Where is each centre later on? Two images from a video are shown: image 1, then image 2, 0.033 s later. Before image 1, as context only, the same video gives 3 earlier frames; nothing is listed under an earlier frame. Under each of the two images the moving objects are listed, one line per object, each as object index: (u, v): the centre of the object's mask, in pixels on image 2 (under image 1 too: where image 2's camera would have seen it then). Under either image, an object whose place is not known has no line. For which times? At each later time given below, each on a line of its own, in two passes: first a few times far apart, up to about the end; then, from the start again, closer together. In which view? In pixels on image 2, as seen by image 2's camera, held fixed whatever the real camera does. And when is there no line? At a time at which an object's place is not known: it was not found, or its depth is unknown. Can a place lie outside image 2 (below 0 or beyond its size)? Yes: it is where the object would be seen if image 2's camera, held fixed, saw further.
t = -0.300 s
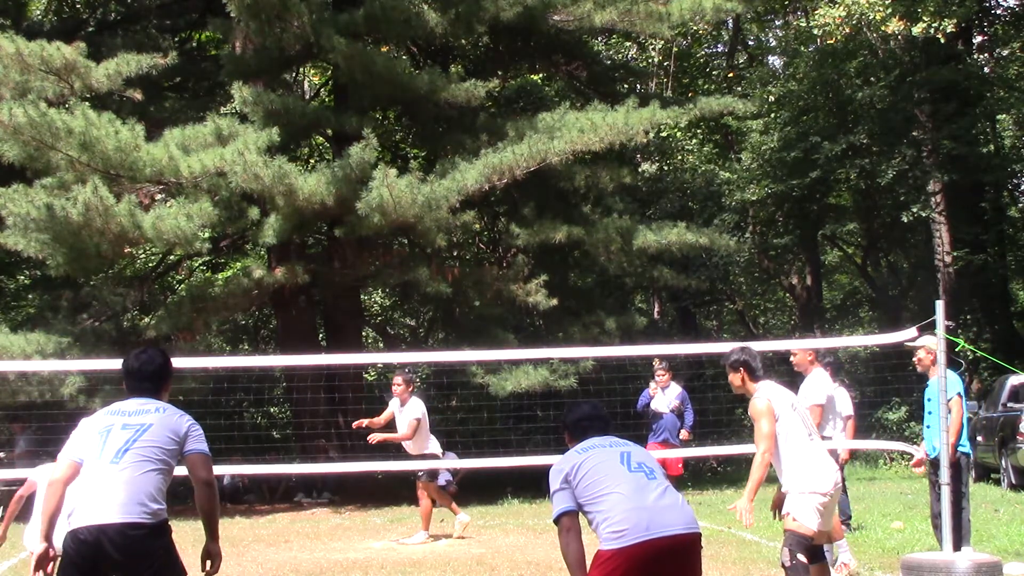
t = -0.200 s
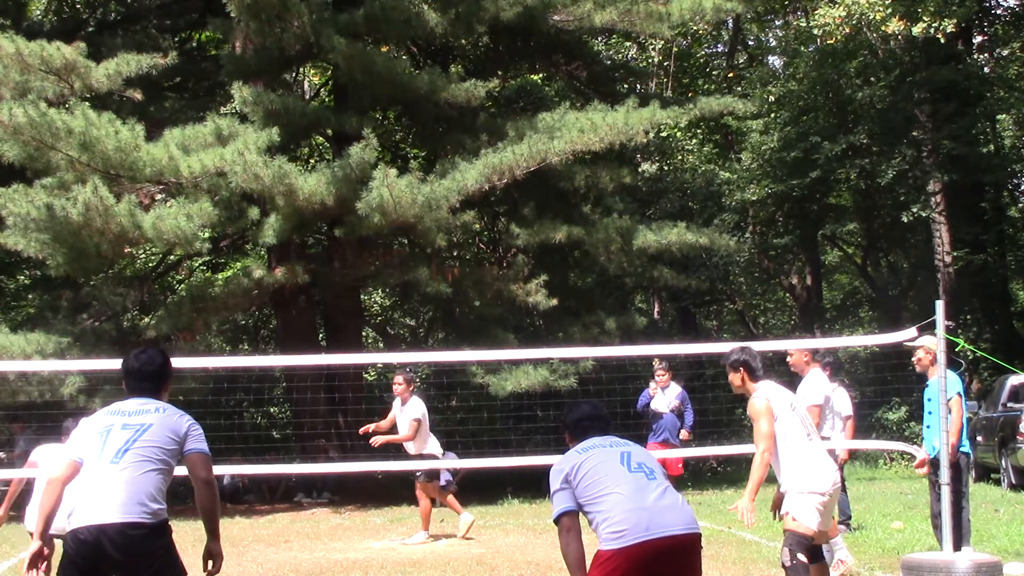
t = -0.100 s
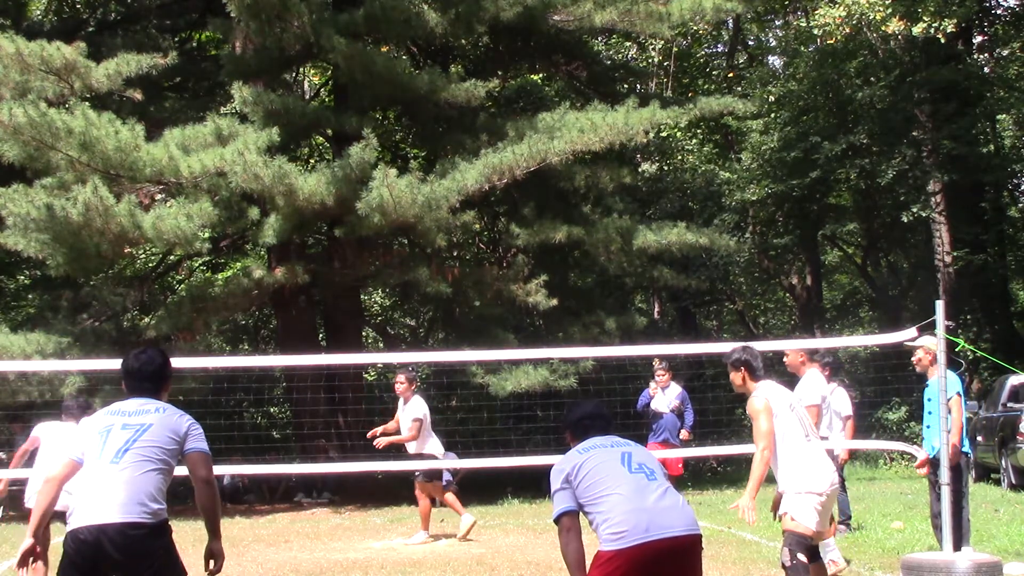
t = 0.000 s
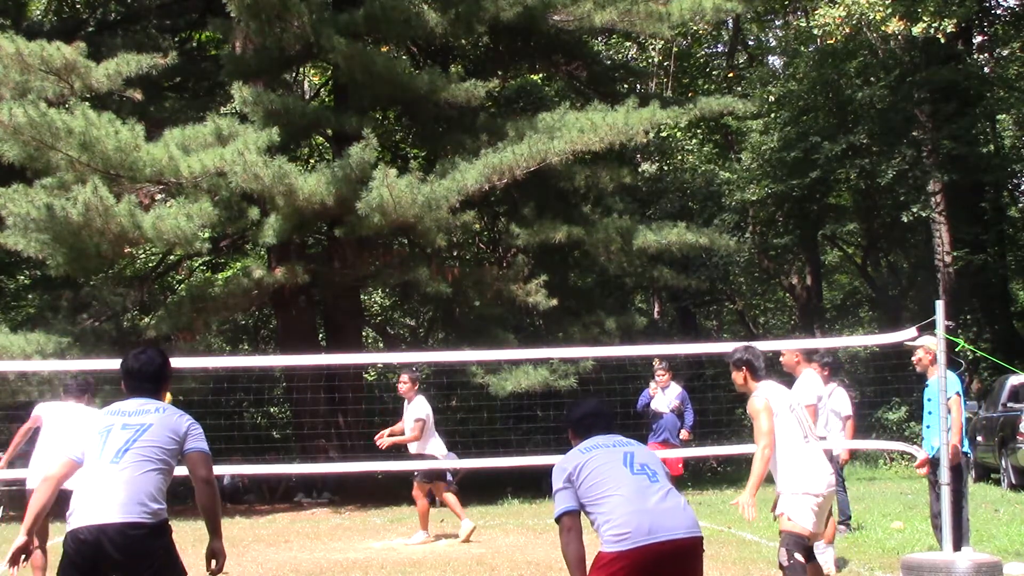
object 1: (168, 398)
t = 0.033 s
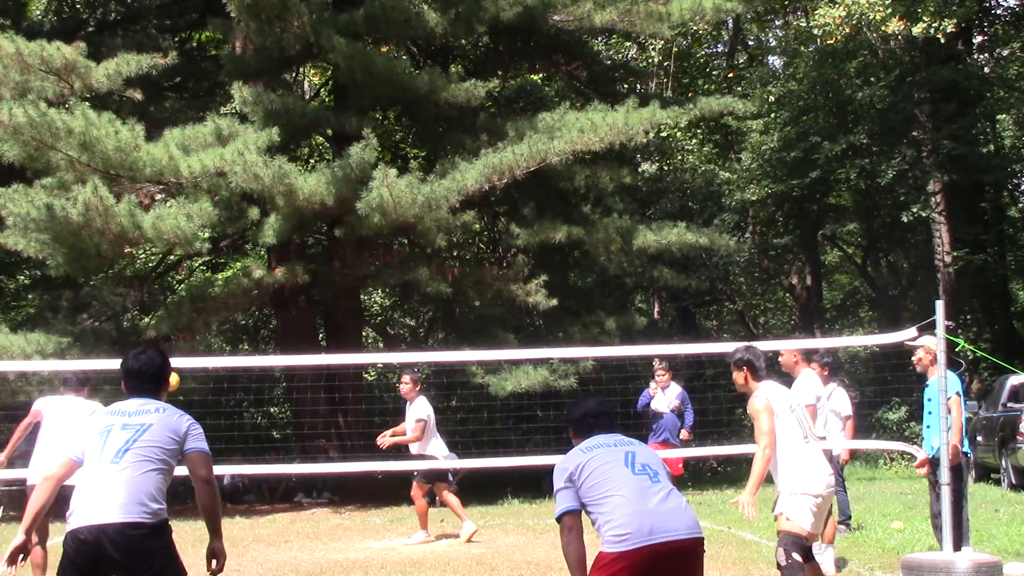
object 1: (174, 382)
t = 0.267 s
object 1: (219, 299)
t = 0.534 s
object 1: (270, 296)
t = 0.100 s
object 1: (185, 348)
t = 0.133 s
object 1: (192, 336)
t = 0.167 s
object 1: (199, 324)
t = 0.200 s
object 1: (206, 314)
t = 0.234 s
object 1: (213, 306)
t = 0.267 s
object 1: (219, 299)
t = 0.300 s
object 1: (226, 294)
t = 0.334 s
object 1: (233, 290)
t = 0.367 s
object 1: (239, 288)
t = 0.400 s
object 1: (245, 287)
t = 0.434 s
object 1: (252, 287)
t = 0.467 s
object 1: (258, 289)
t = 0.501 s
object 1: (264, 291)
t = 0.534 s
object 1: (270, 296)
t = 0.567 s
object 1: (276, 301)
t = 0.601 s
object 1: (281, 307)
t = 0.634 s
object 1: (287, 315)
